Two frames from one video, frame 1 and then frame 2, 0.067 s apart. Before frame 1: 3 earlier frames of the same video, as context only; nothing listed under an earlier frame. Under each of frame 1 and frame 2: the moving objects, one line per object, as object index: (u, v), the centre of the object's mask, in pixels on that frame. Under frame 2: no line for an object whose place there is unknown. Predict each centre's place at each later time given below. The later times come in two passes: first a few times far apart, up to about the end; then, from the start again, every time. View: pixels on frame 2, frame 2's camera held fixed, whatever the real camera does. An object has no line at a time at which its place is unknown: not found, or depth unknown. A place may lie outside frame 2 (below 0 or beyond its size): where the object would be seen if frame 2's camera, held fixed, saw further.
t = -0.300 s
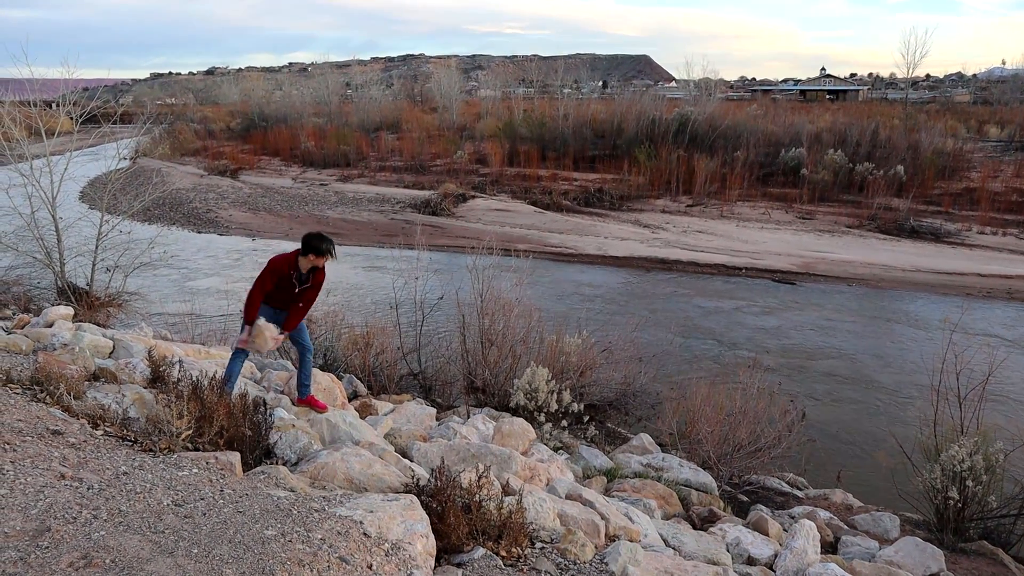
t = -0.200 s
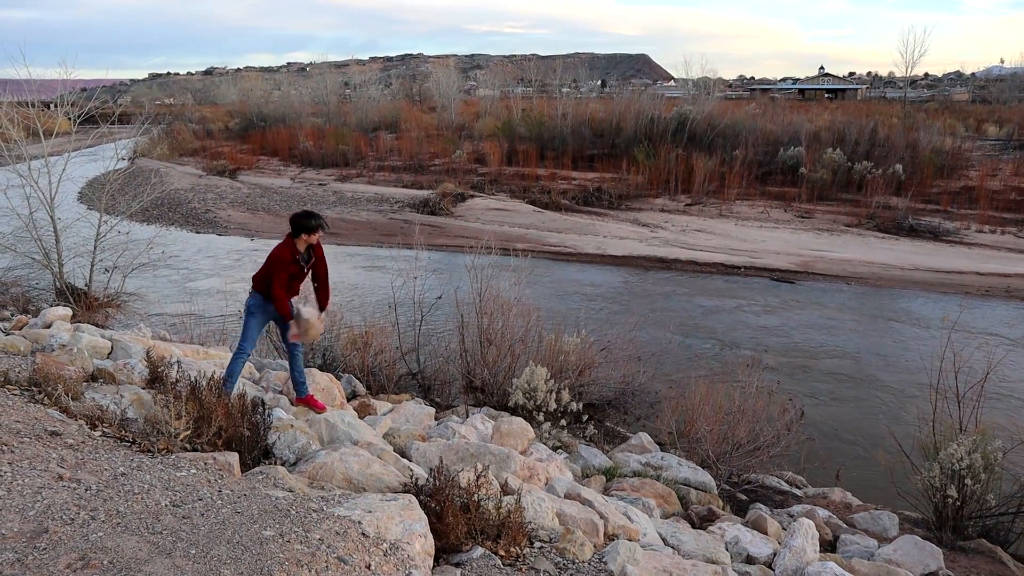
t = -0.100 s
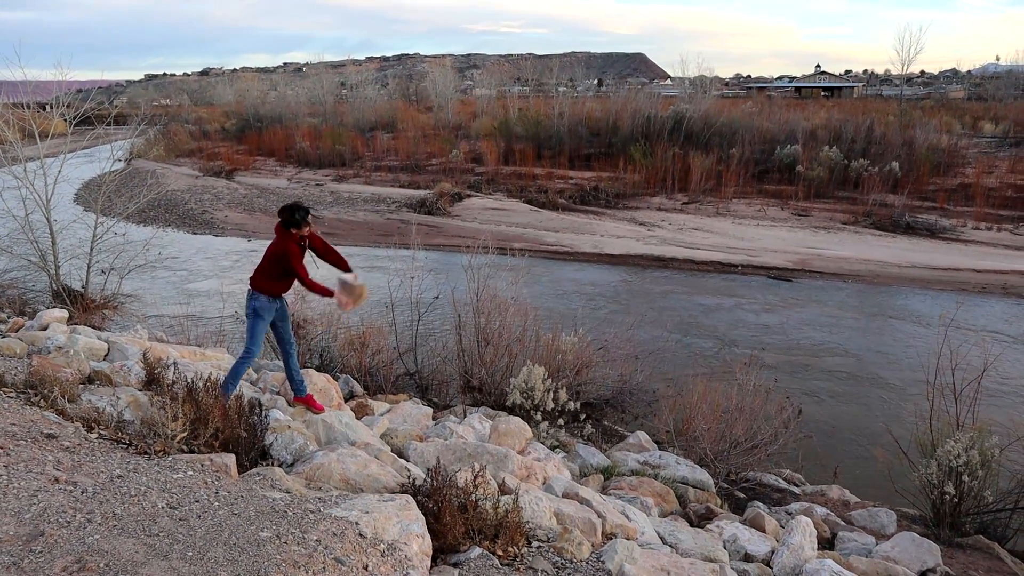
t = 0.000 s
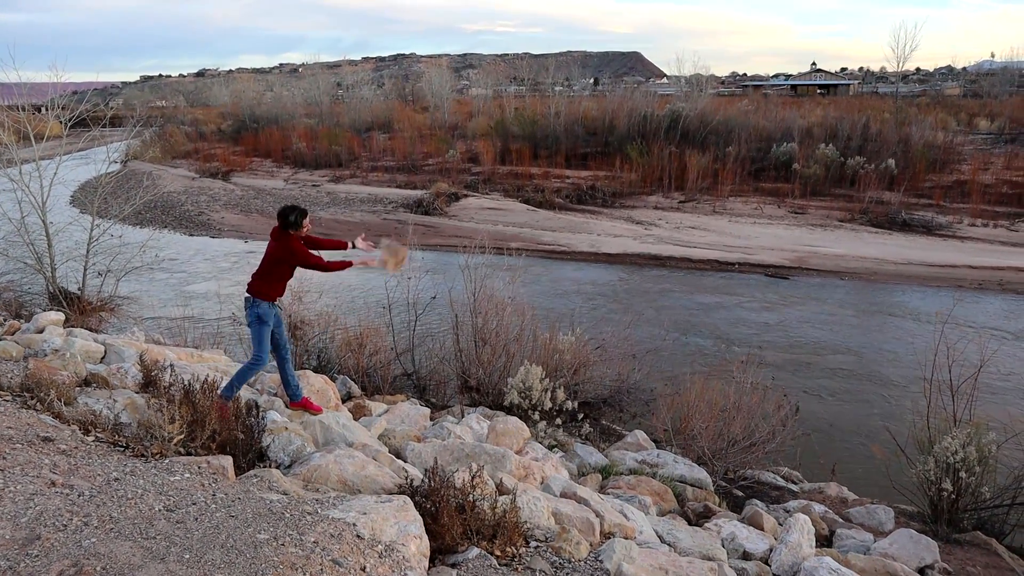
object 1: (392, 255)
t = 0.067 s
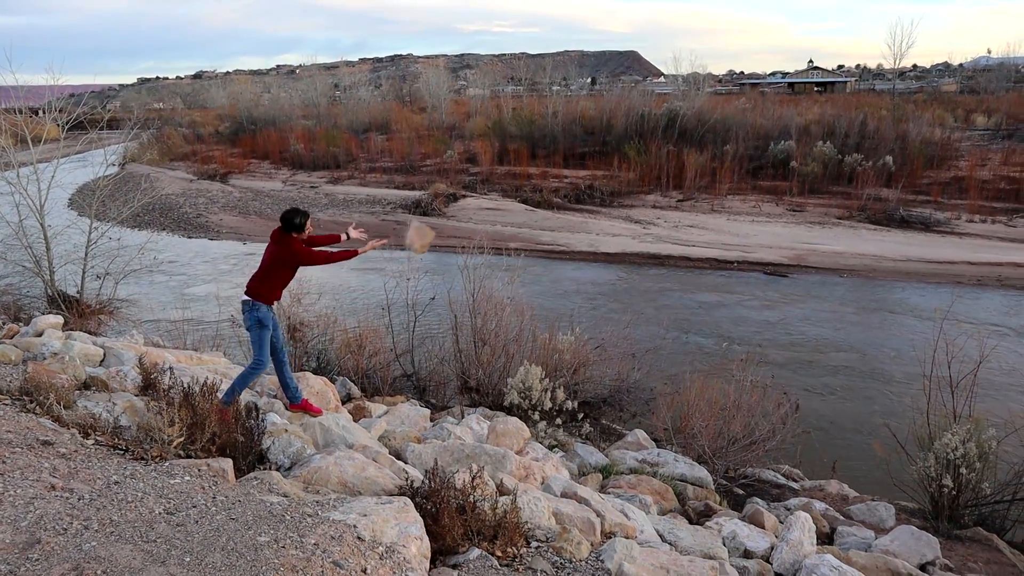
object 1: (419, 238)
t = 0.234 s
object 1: (481, 219)
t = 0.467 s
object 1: (558, 244)
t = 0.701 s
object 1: (614, 308)
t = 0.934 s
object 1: (661, 399)
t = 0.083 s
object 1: (426, 234)
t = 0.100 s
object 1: (433, 231)
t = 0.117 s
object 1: (439, 229)
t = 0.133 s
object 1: (445, 226)
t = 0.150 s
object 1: (452, 224)
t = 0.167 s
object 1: (458, 223)
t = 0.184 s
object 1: (464, 221)
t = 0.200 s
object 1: (470, 220)
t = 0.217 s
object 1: (475, 220)
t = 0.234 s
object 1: (481, 219)
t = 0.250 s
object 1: (486, 220)
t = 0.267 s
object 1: (492, 221)
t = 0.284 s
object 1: (498, 221)
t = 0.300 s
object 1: (503, 222)
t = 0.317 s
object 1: (509, 223)
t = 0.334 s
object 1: (514, 224)
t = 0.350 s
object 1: (521, 225)
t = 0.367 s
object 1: (526, 227)
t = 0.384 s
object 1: (531, 230)
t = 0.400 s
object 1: (536, 231)
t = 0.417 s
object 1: (542, 233)
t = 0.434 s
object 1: (547, 237)
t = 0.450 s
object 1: (552, 240)
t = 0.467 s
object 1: (558, 244)
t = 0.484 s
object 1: (561, 246)
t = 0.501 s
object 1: (566, 250)
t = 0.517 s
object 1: (570, 254)
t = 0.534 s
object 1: (574, 258)
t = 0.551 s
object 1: (578, 263)
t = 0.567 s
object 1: (582, 267)
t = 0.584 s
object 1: (586, 271)
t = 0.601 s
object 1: (590, 277)
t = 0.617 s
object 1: (595, 281)
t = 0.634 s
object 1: (600, 286)
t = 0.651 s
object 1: (605, 292)
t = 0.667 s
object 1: (608, 297)
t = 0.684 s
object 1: (611, 302)
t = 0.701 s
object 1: (614, 308)
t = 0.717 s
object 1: (618, 314)
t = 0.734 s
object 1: (621, 320)
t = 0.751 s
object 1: (625, 327)
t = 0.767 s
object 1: (629, 333)
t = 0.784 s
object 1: (632, 339)
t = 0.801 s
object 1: (636, 345)
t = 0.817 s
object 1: (639, 352)
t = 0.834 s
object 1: (642, 359)
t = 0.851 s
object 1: (644, 365)
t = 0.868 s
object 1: (648, 371)
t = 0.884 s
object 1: (652, 378)
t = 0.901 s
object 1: (656, 386)
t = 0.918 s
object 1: (658, 391)
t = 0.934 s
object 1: (661, 399)
